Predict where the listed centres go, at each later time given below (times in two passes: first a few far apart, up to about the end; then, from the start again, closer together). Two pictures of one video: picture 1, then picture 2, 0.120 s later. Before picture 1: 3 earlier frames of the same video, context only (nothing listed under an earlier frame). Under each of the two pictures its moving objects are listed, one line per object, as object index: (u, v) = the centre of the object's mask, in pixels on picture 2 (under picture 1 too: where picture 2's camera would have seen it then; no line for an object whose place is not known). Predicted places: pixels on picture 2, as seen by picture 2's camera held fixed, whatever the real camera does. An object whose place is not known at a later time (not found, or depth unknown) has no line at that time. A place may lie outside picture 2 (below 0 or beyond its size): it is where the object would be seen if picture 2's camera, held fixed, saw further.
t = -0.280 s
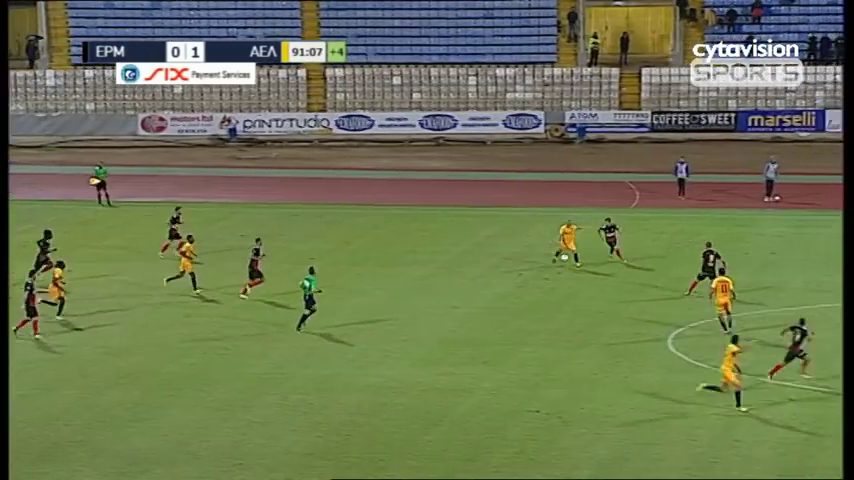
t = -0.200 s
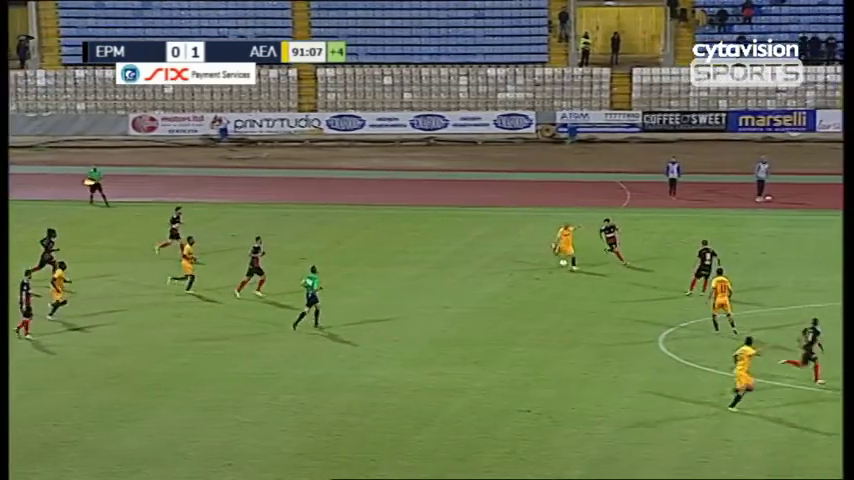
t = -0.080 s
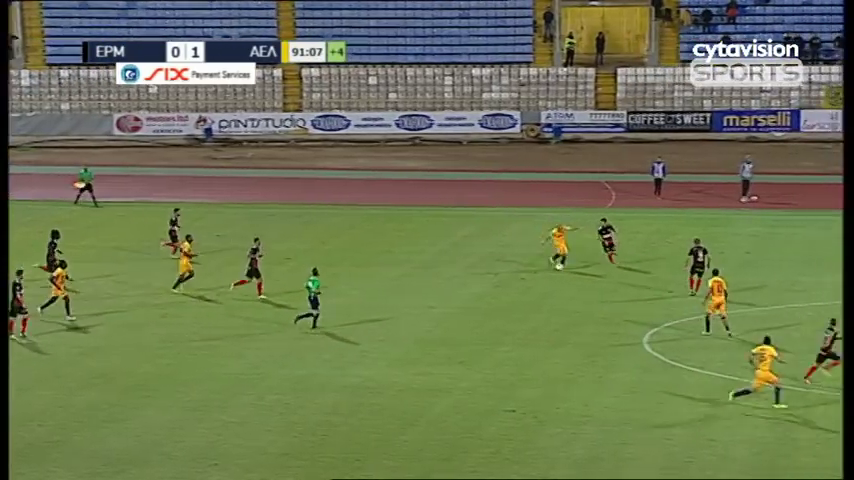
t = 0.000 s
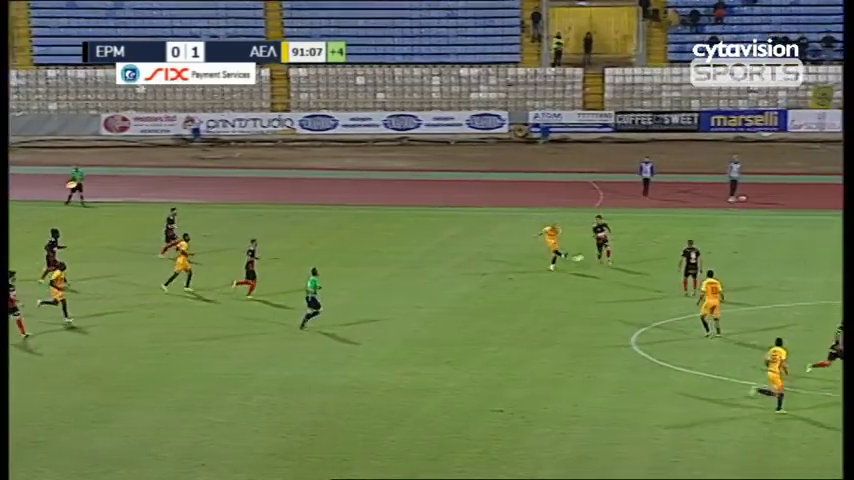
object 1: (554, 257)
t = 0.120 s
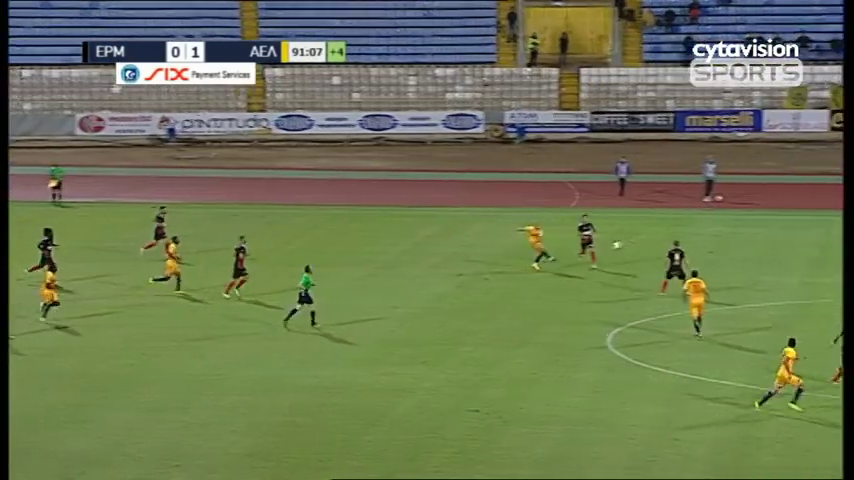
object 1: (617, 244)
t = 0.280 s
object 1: (696, 232)
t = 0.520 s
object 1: (810, 227)
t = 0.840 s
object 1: (951, 249)
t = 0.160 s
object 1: (637, 241)
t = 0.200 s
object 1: (657, 237)
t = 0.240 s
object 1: (676, 235)
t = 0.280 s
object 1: (696, 232)
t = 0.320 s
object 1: (716, 231)
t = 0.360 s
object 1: (734, 229)
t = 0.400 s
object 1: (756, 227)
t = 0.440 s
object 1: (774, 227)
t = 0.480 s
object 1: (792, 227)
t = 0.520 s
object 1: (810, 227)
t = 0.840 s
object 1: (951, 249)
